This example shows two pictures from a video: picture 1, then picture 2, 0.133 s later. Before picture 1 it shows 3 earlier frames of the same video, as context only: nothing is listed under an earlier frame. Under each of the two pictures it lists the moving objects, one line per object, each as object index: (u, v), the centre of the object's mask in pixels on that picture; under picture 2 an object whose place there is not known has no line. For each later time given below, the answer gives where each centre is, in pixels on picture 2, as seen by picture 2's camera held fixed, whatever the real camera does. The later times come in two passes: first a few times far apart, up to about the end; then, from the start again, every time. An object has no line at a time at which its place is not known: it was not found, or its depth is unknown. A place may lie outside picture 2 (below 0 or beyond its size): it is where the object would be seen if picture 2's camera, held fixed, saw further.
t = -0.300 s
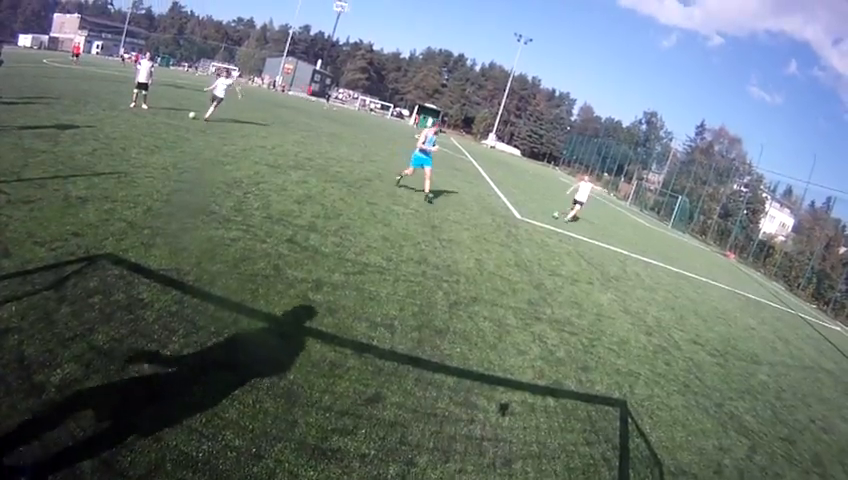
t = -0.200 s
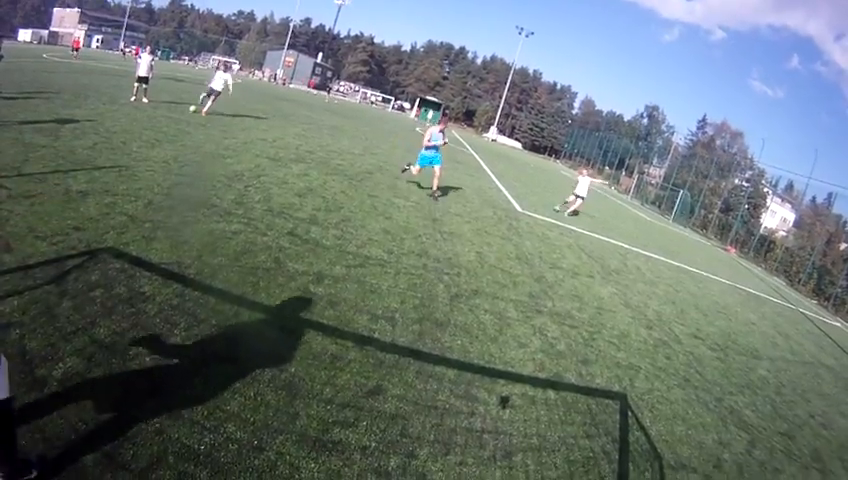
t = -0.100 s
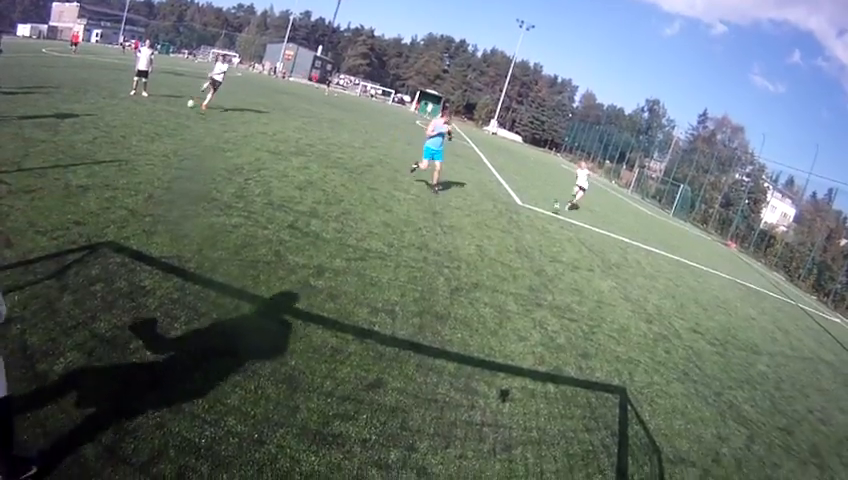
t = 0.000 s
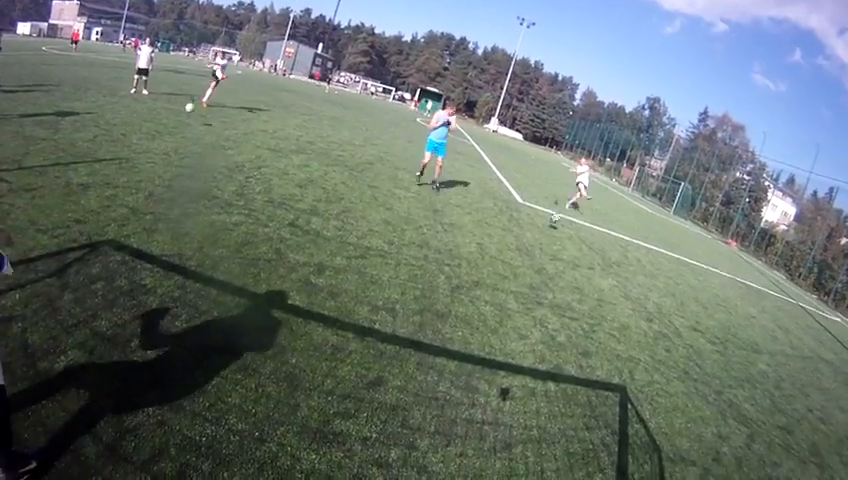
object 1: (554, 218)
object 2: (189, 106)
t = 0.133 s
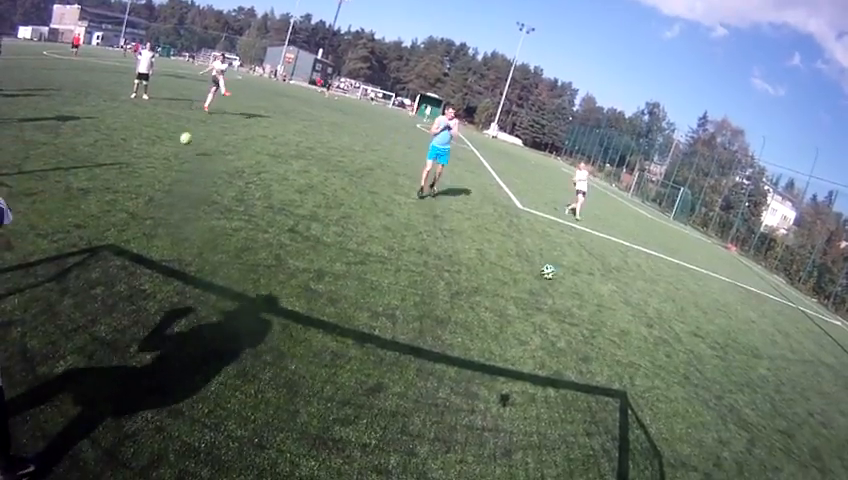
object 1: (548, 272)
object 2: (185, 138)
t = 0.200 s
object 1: (549, 294)
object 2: (181, 164)
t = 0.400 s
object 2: (167, 240)
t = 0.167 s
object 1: (548, 281)
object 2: (183, 149)
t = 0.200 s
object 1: (549, 294)
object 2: (181, 164)
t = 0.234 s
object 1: (549, 309)
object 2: (180, 181)
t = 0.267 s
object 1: (549, 329)
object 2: (178, 186)
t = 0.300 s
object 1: (548, 355)
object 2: (176, 194)
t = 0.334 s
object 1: (546, 393)
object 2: (173, 205)
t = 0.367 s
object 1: (540, 443)
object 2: (171, 219)
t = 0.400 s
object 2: (167, 240)
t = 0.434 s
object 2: (164, 269)
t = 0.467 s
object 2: (161, 308)
